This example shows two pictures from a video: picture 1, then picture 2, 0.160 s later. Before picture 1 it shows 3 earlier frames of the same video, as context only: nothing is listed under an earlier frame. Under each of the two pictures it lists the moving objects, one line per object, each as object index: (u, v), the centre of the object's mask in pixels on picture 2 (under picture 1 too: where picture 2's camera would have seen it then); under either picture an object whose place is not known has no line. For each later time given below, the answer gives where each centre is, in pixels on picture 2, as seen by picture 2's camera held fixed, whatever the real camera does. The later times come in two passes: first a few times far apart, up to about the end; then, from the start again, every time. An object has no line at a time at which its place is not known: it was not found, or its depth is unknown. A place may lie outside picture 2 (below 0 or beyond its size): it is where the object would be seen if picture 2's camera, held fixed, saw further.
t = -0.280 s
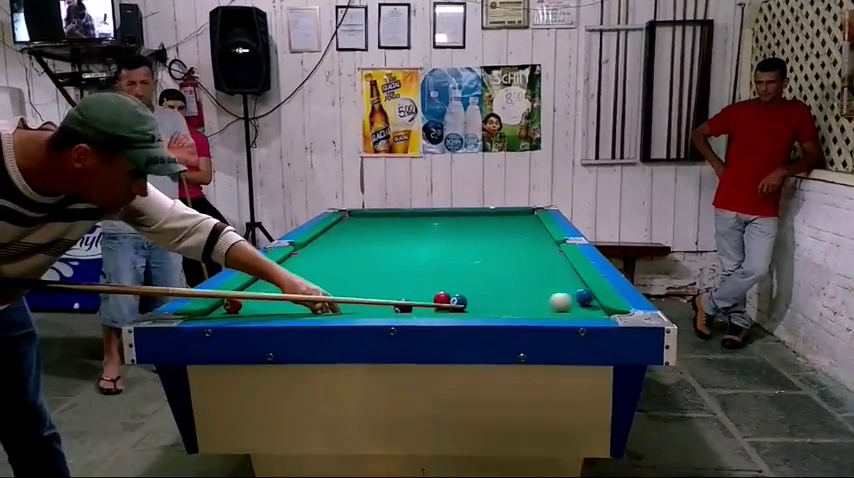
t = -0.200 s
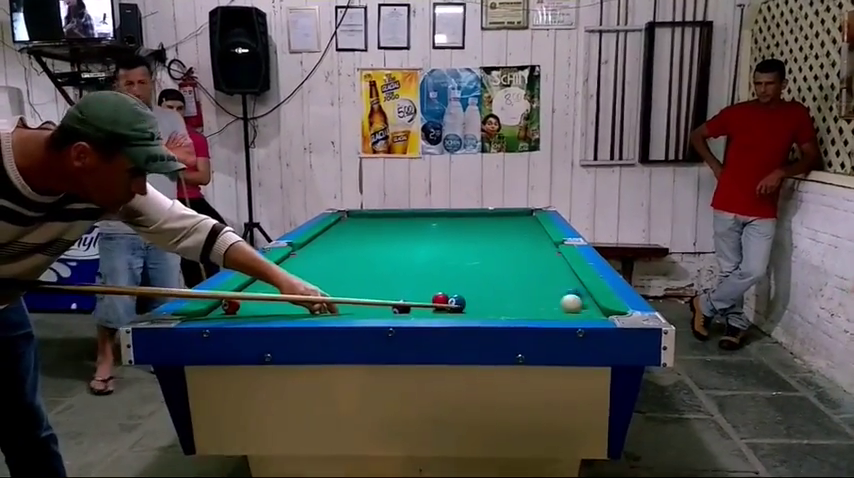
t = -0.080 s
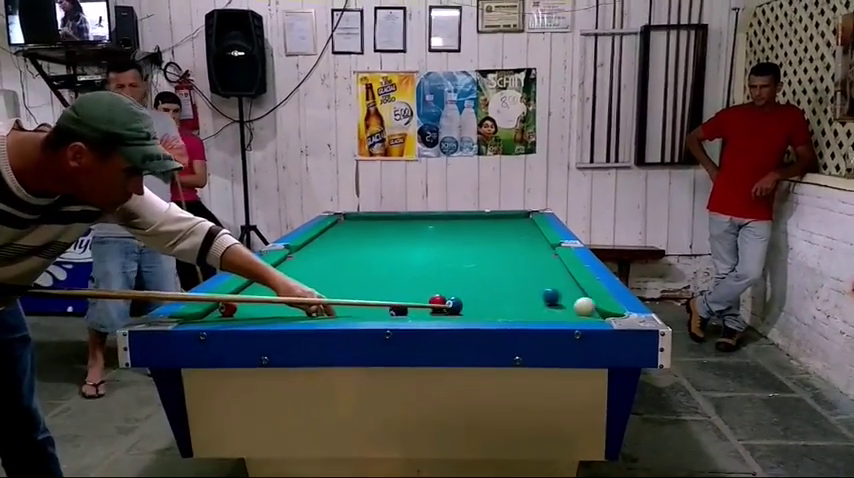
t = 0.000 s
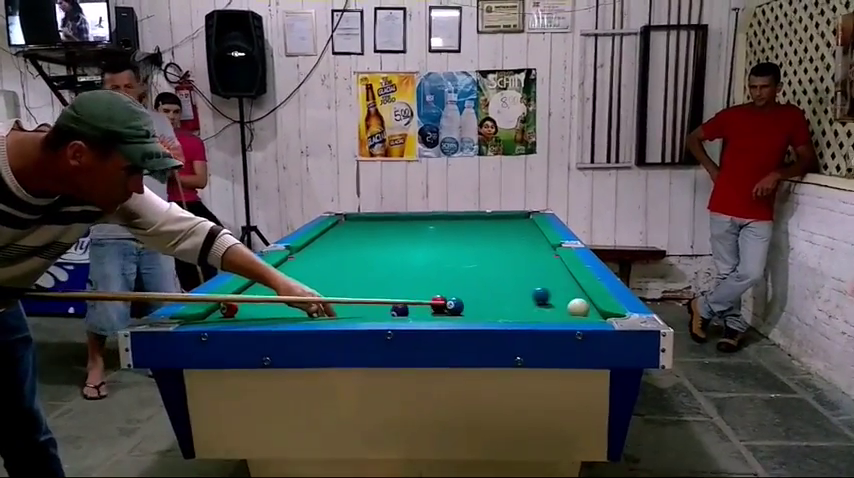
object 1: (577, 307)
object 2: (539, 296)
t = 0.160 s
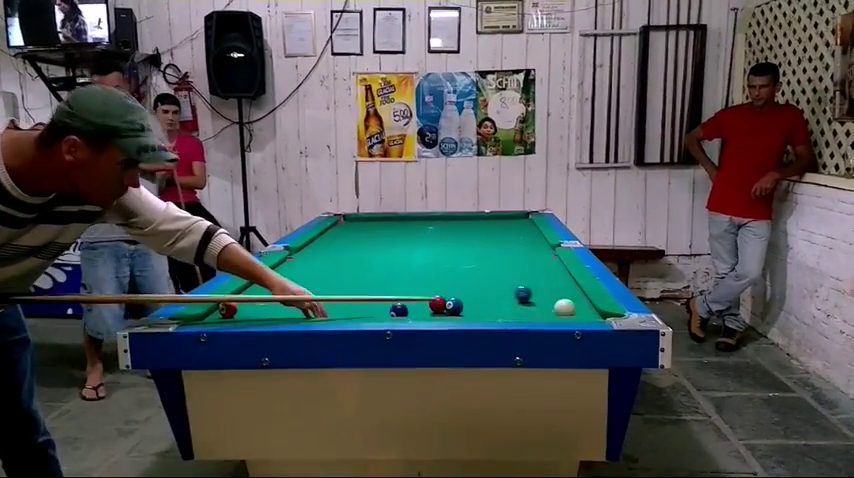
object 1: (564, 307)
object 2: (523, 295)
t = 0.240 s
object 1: (556, 308)
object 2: (513, 293)
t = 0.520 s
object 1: (532, 309)
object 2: (479, 290)
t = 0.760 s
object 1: (511, 310)
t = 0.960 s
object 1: (500, 311)
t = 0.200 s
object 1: (560, 307)
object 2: (518, 294)
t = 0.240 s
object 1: (556, 308)
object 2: (513, 293)
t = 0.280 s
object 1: (553, 308)
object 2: (507, 293)
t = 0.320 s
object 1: (549, 308)
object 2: (502, 292)
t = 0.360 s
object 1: (545, 308)
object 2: (498, 292)
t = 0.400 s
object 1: (541, 308)
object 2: (493, 291)
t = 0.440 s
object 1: (538, 309)
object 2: (488, 291)
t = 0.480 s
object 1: (535, 308)
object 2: (484, 290)
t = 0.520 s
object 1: (532, 309)
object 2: (479, 290)
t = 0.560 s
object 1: (528, 309)
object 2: (474, 290)
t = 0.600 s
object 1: (524, 309)
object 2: (470, 289)
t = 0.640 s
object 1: (522, 309)
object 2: (466, 289)
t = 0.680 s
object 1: (518, 309)
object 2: (461, 289)
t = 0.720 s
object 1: (515, 310)
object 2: (457, 288)
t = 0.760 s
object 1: (511, 310)
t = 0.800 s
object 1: (507, 311)
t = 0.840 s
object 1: (506, 310)
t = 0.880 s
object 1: (504, 310)
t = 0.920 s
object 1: (502, 311)
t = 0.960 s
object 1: (500, 311)
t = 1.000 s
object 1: (496, 312)
